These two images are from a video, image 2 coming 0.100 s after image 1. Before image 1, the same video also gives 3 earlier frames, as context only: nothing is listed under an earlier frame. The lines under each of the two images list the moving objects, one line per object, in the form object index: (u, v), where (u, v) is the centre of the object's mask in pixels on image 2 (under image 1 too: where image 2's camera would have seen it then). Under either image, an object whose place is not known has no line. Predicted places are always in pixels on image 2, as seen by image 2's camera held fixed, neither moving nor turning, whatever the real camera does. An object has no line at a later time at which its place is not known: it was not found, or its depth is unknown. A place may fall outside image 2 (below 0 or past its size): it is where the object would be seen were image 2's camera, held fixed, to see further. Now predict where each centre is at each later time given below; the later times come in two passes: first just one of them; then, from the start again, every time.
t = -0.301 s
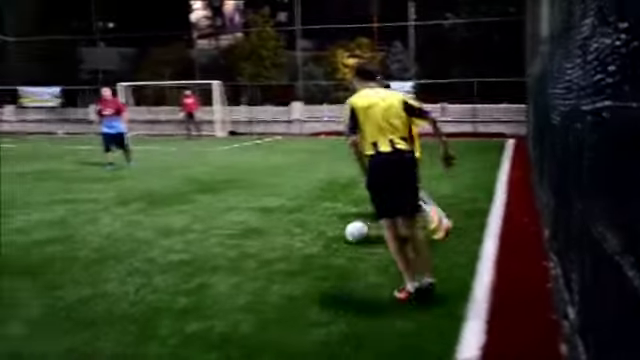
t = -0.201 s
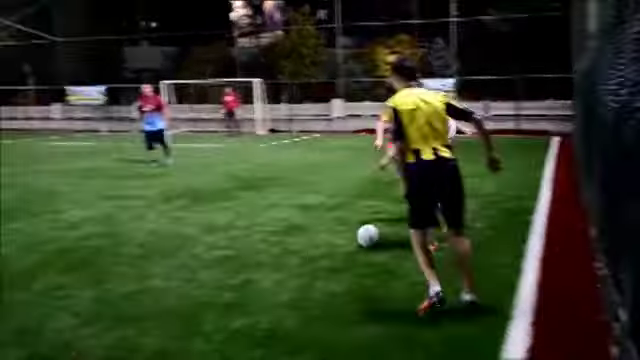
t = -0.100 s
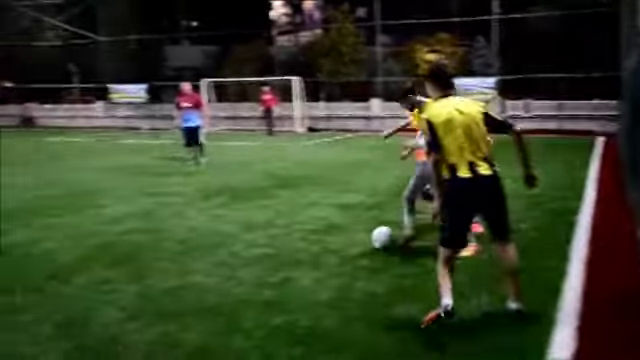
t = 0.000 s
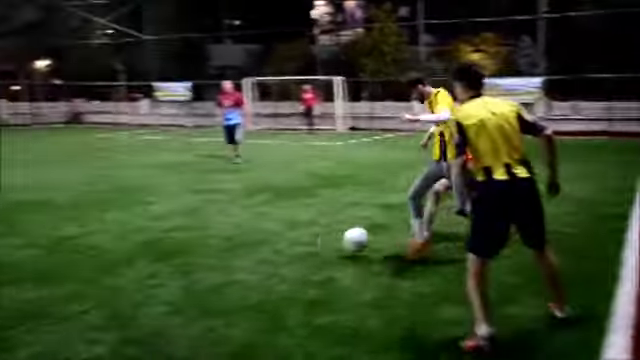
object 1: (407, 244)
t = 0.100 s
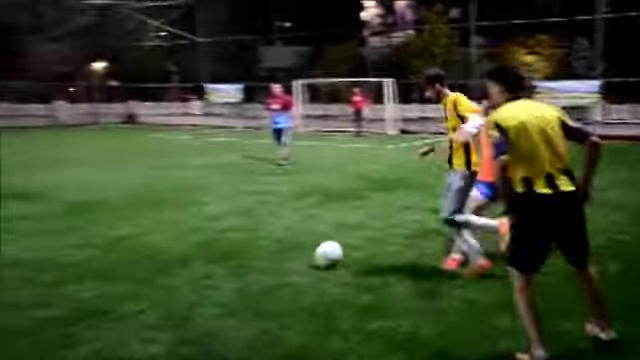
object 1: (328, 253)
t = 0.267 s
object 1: (208, 255)
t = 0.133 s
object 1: (303, 255)
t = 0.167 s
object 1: (279, 252)
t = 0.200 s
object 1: (254, 252)
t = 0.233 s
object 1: (232, 253)
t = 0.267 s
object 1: (208, 255)
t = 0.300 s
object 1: (183, 257)
